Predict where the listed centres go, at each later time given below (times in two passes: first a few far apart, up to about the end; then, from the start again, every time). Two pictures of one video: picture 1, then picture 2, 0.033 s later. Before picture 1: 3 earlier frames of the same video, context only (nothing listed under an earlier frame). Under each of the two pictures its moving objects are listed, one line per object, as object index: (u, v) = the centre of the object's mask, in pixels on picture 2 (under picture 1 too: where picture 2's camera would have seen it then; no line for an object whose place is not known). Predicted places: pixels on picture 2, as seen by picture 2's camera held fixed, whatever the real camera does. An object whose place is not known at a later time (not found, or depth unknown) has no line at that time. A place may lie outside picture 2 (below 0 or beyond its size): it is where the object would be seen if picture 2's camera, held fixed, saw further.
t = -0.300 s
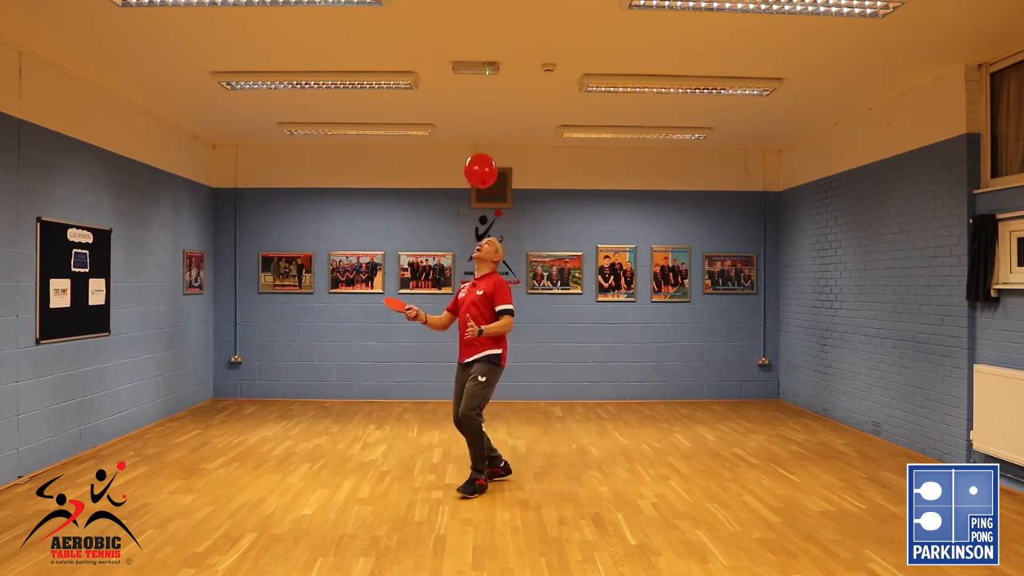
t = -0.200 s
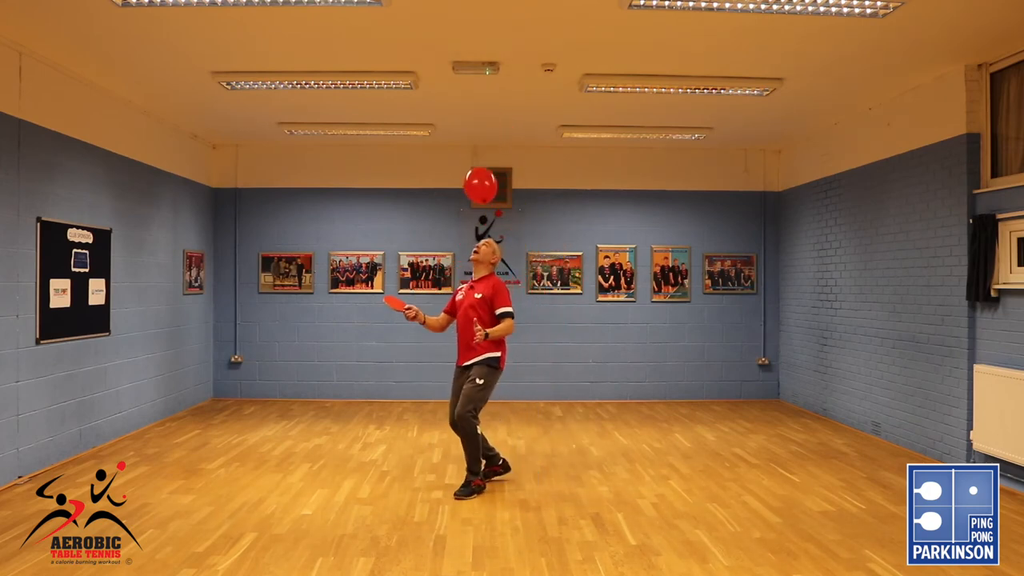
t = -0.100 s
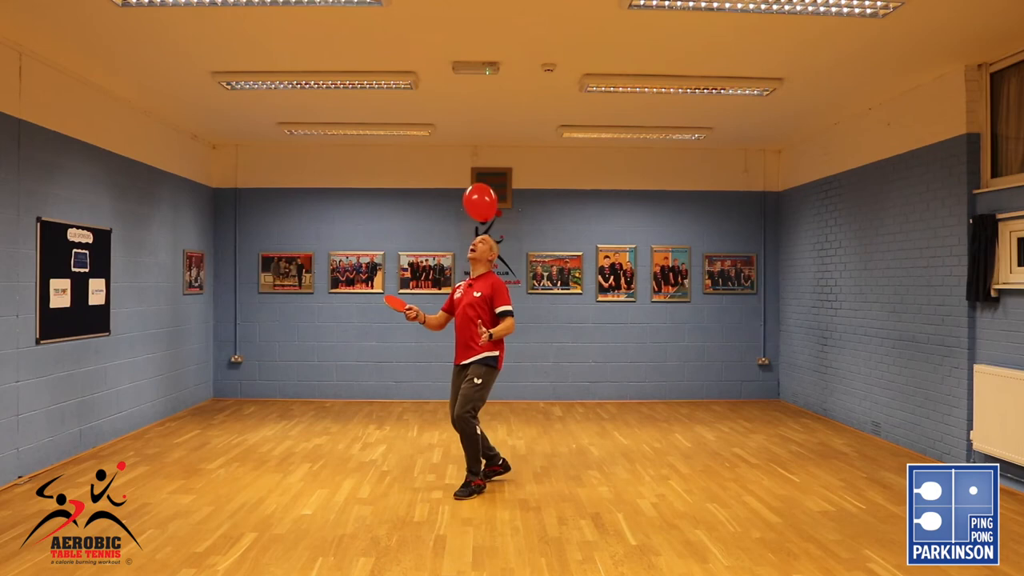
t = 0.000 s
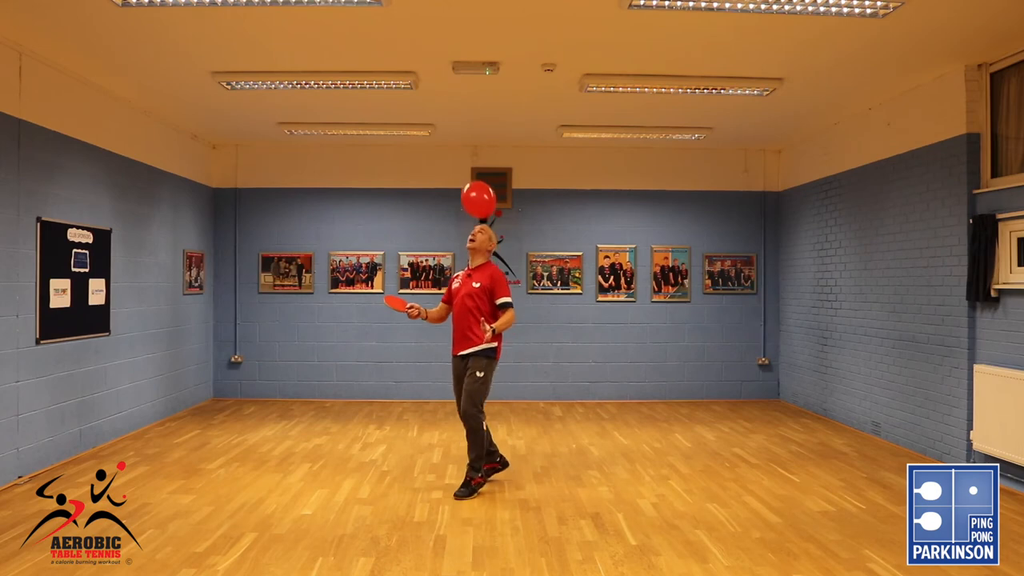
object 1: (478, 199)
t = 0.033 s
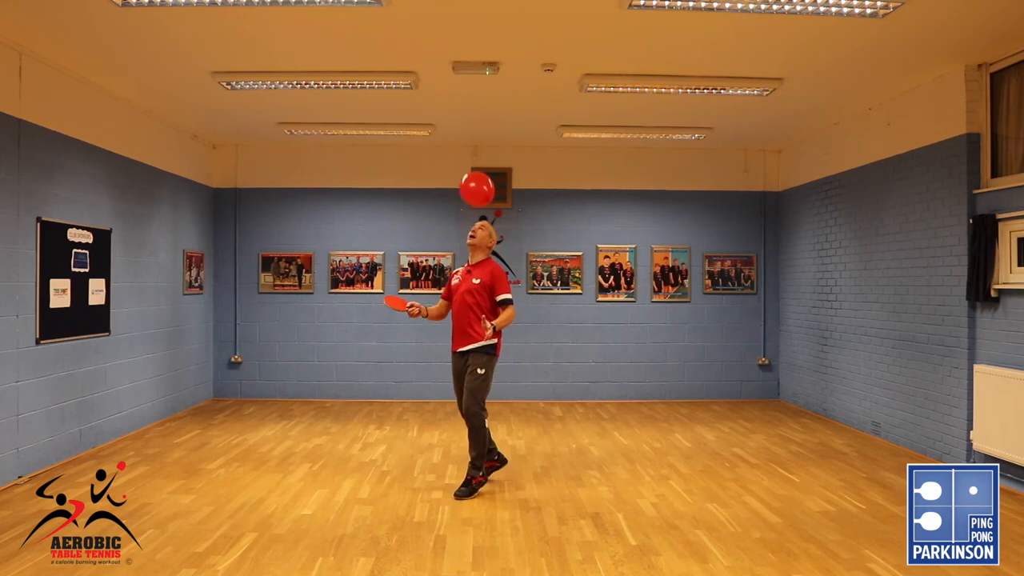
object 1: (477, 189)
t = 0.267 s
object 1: (470, 135)
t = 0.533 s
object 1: (463, 101)
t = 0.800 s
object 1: (457, 93)
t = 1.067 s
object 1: (453, 106)
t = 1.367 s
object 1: (451, 138)
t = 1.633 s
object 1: (452, 183)
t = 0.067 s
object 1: (475, 180)
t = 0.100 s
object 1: (474, 171)
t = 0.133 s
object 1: (473, 163)
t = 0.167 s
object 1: (472, 156)
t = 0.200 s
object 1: (471, 148)
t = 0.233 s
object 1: (470, 141)
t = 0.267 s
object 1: (470, 135)
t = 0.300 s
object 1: (469, 129)
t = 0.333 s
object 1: (468, 124)
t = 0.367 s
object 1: (467, 119)
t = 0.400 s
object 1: (467, 114)
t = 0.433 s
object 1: (466, 110)
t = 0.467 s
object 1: (465, 107)
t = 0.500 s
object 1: (464, 104)
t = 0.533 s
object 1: (463, 101)
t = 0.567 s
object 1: (463, 99)
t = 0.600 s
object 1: (462, 97)
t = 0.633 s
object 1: (461, 95)
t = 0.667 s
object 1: (460, 94)
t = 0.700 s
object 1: (460, 93)
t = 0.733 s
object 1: (459, 92)
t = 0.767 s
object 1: (458, 93)
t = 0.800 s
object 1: (457, 93)
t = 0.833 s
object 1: (456, 94)
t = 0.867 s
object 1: (456, 94)
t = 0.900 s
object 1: (455, 96)
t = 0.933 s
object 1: (455, 97)
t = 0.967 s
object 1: (454, 99)
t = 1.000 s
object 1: (454, 101)
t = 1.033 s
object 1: (453, 103)
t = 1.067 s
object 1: (453, 106)
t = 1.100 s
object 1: (453, 108)
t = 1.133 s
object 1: (452, 111)
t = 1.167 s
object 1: (452, 114)
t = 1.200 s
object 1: (452, 118)
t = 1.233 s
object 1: (452, 121)
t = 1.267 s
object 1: (452, 125)
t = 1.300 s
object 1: (451, 129)
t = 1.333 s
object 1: (451, 133)
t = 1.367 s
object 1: (451, 138)
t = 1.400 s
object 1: (451, 143)
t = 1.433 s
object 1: (451, 148)
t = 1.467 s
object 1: (451, 153)
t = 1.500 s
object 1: (451, 158)
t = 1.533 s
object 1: (451, 164)
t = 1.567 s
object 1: (452, 170)
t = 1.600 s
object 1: (452, 177)
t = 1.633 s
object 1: (452, 183)
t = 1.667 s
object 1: (452, 189)
